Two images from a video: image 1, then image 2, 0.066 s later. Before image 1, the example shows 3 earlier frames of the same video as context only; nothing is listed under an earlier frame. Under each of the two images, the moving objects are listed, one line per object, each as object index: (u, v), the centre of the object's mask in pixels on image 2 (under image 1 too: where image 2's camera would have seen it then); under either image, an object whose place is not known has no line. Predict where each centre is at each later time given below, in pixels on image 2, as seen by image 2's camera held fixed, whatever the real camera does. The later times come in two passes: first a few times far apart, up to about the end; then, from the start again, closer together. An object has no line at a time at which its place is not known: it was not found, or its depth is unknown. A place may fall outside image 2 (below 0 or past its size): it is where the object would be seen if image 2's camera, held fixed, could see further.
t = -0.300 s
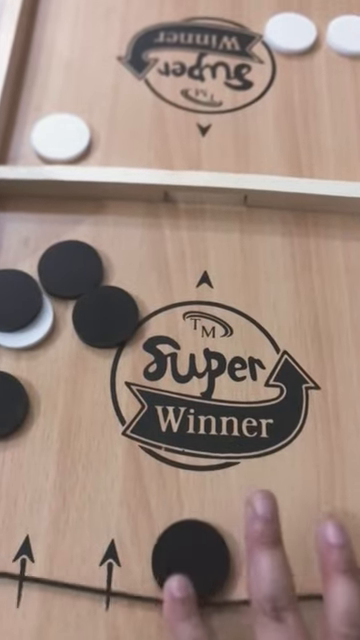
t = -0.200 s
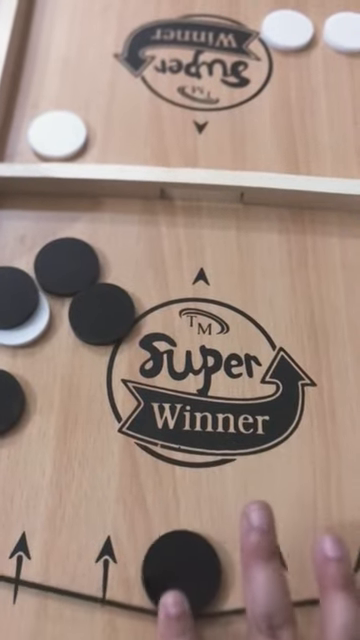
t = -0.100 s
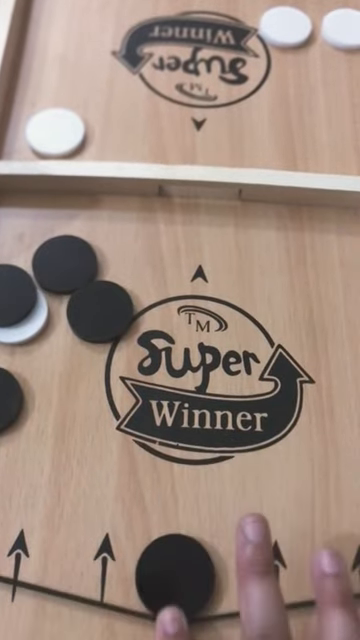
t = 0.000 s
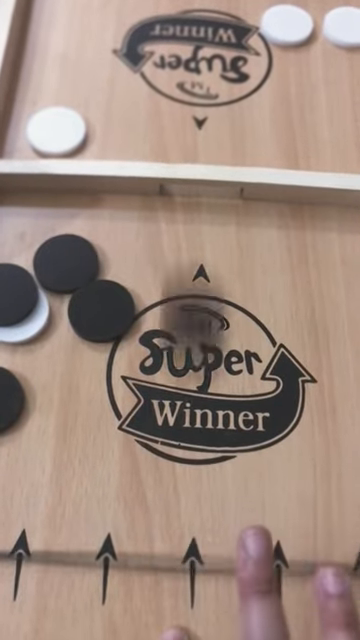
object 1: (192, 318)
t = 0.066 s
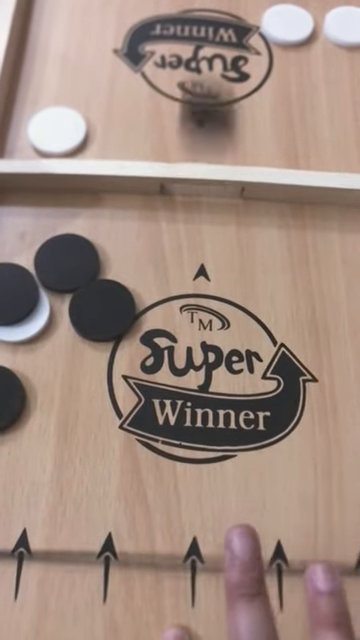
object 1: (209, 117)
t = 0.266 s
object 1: (229, 120)
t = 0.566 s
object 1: (166, 104)
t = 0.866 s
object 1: (166, 104)
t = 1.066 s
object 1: (166, 104)
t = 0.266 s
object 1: (229, 120)
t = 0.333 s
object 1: (208, 141)
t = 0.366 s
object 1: (193, 129)
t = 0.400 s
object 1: (181, 119)
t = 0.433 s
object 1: (171, 110)
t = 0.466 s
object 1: (168, 106)
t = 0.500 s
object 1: (166, 104)
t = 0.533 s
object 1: (166, 104)
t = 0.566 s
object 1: (166, 104)
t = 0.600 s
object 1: (166, 104)
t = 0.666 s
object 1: (166, 104)
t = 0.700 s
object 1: (166, 104)
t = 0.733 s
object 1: (166, 104)
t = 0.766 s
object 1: (166, 104)
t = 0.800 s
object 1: (166, 104)
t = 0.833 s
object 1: (166, 104)
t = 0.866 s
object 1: (166, 104)
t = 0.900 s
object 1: (166, 104)
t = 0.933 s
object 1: (166, 104)
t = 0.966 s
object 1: (166, 104)
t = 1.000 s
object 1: (166, 104)
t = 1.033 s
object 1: (166, 104)
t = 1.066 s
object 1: (166, 104)
